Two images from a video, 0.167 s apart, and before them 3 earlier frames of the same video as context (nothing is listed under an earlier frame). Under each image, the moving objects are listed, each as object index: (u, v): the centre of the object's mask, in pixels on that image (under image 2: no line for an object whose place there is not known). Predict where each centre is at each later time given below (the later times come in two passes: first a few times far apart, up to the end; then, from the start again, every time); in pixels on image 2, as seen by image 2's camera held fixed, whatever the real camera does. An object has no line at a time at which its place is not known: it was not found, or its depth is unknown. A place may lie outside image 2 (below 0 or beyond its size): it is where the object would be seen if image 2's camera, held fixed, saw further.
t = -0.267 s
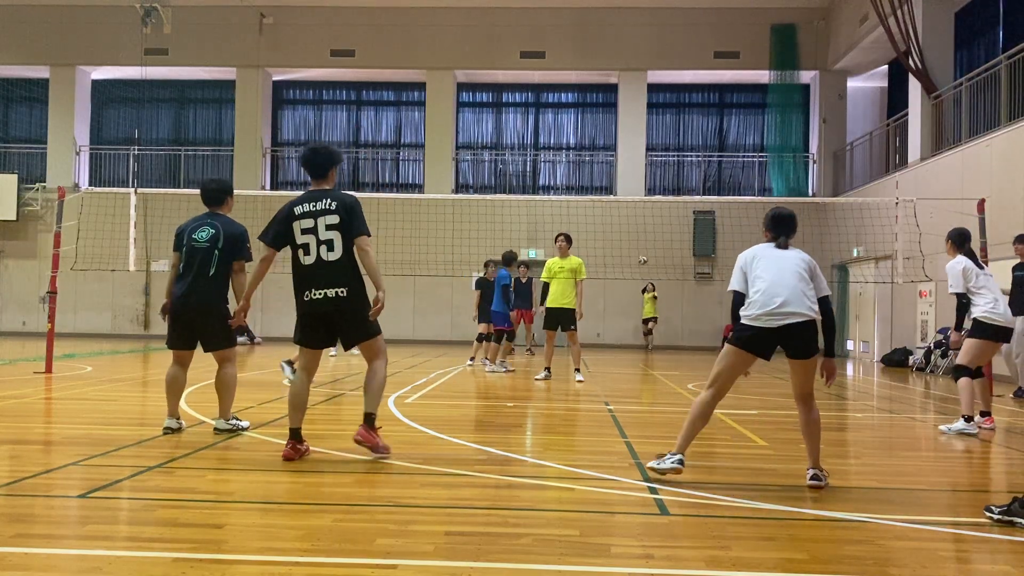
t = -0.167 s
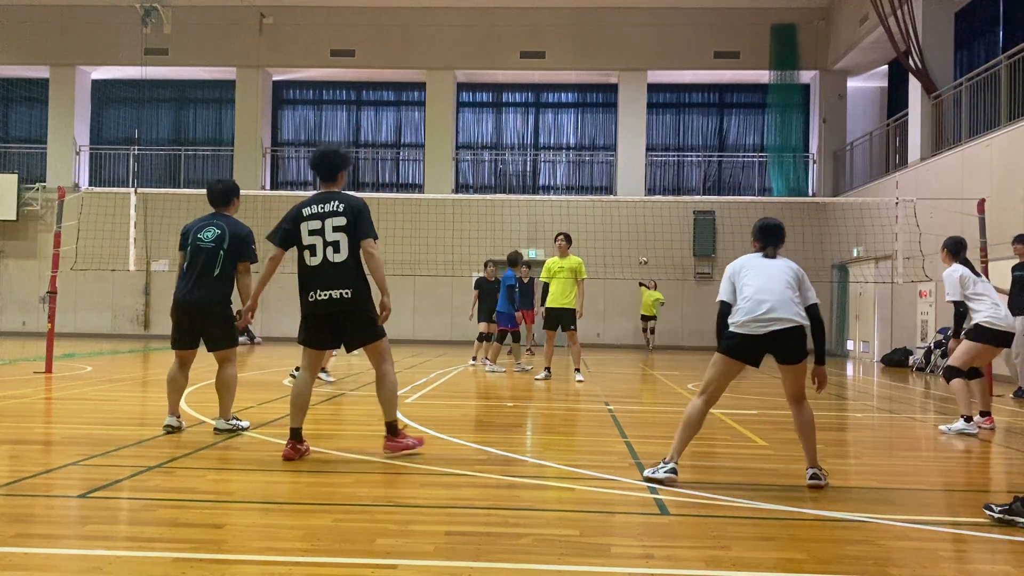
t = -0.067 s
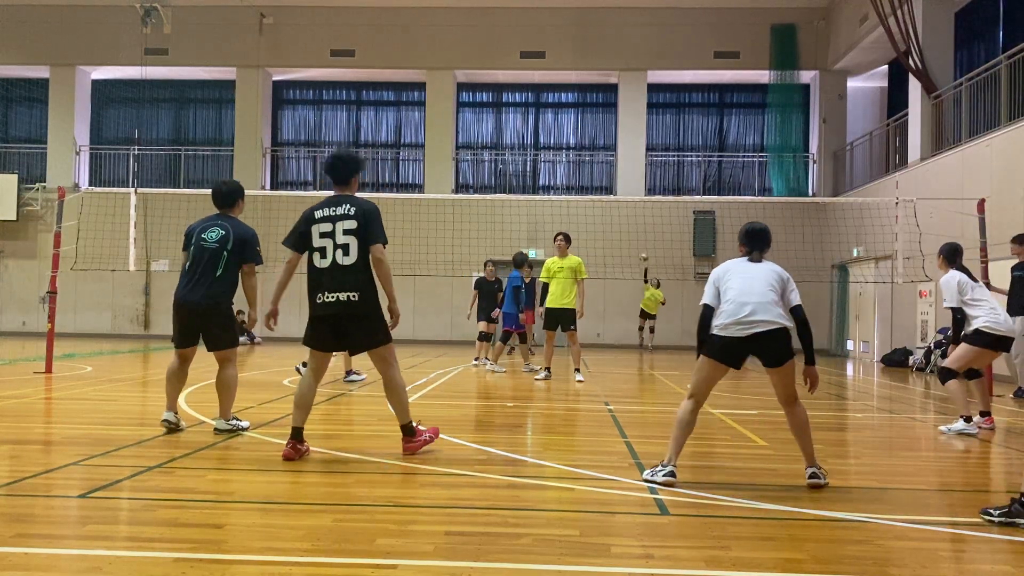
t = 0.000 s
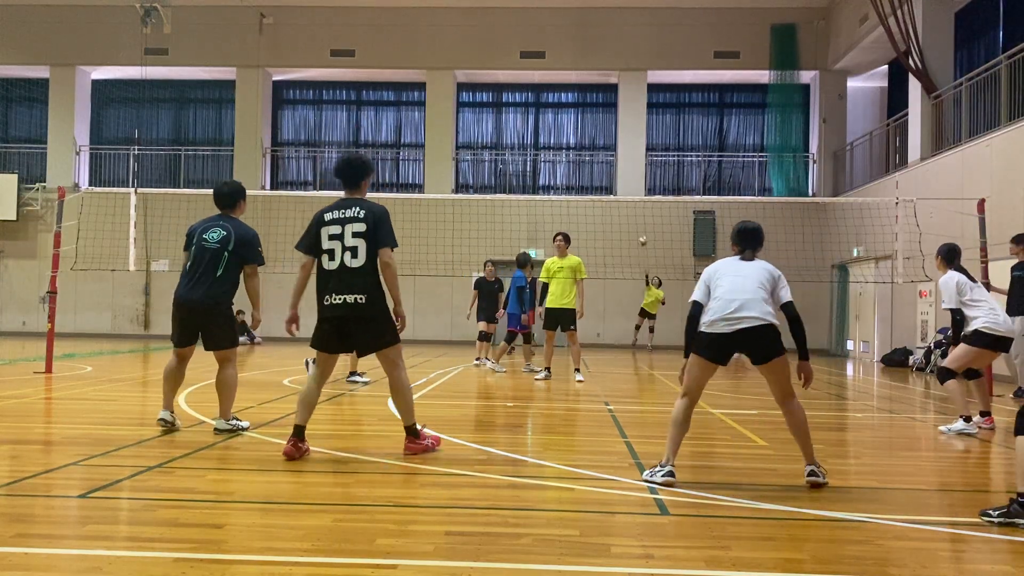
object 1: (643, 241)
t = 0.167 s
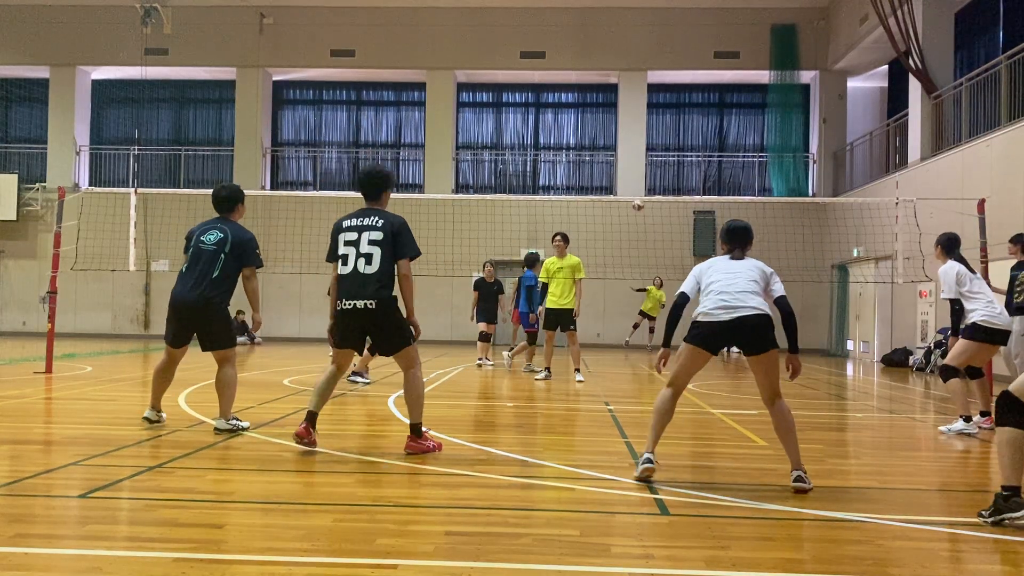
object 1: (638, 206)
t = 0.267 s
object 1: (635, 184)
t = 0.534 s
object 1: (623, 140)
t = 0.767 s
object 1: (601, 144)
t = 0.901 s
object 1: (577, 190)
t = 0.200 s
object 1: (637, 197)
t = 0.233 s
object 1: (636, 191)
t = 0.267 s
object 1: (635, 184)
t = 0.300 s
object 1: (634, 178)
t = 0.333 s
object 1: (633, 172)
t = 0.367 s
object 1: (631, 166)
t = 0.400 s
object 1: (629, 160)
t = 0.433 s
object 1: (628, 154)
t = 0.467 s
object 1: (627, 149)
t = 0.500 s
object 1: (625, 144)
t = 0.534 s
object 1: (623, 140)
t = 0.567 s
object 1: (621, 137)
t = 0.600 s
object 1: (619, 135)
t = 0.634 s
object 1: (616, 133)
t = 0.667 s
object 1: (612, 134)
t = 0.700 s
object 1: (609, 136)
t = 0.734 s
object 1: (605, 139)
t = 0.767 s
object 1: (601, 144)
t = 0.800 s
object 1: (595, 151)
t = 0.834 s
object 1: (590, 162)
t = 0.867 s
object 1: (584, 175)
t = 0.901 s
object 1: (577, 190)
